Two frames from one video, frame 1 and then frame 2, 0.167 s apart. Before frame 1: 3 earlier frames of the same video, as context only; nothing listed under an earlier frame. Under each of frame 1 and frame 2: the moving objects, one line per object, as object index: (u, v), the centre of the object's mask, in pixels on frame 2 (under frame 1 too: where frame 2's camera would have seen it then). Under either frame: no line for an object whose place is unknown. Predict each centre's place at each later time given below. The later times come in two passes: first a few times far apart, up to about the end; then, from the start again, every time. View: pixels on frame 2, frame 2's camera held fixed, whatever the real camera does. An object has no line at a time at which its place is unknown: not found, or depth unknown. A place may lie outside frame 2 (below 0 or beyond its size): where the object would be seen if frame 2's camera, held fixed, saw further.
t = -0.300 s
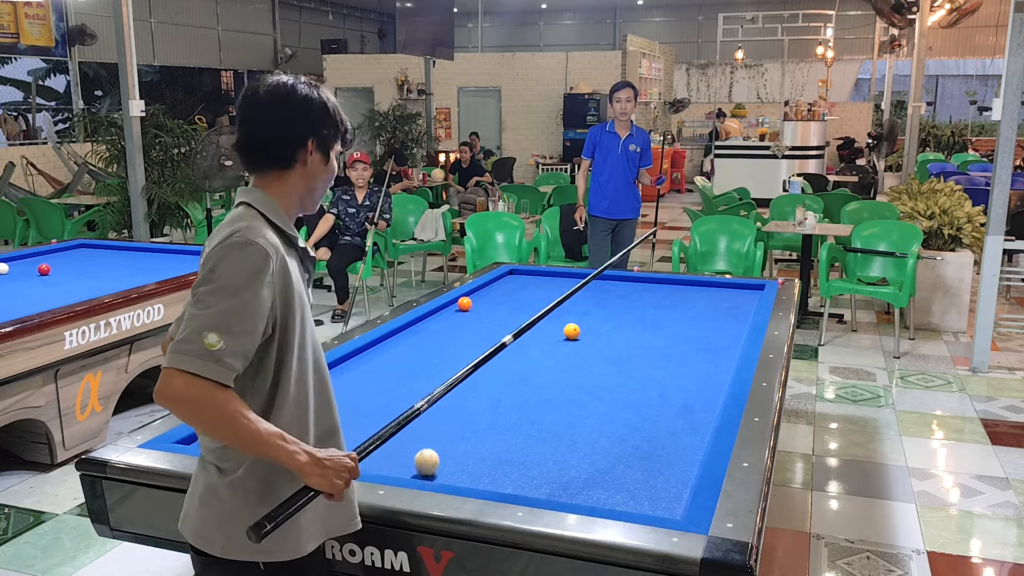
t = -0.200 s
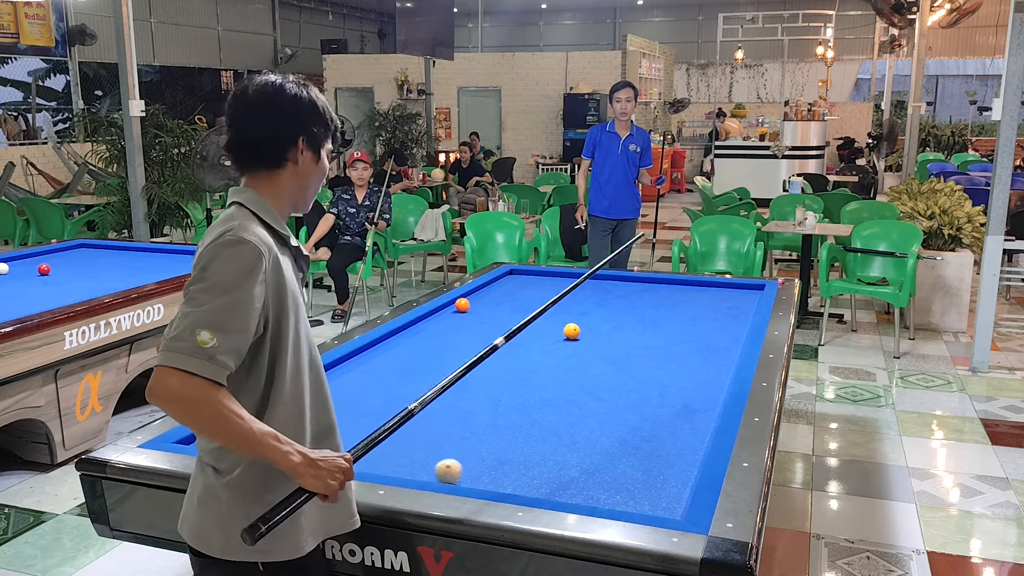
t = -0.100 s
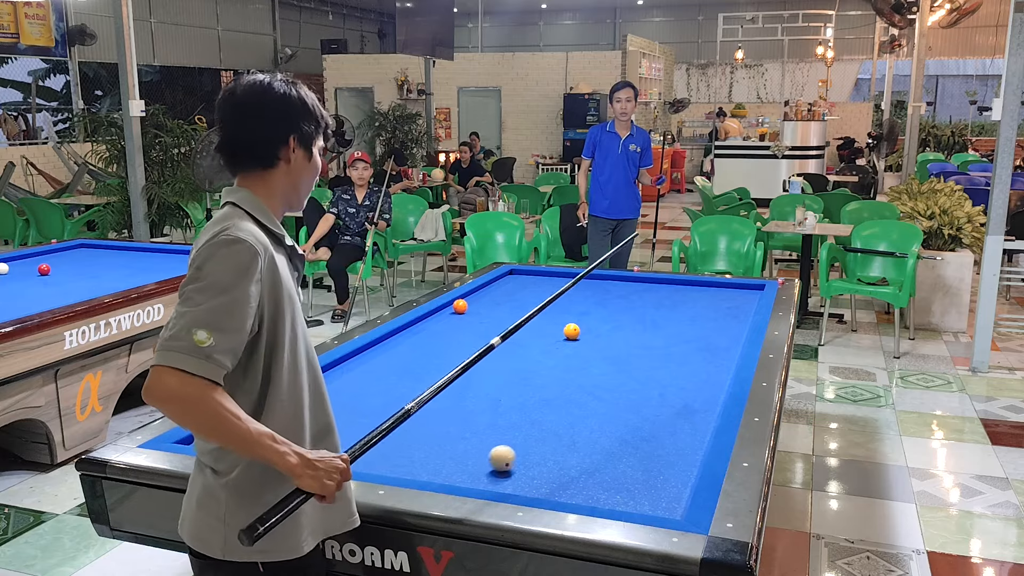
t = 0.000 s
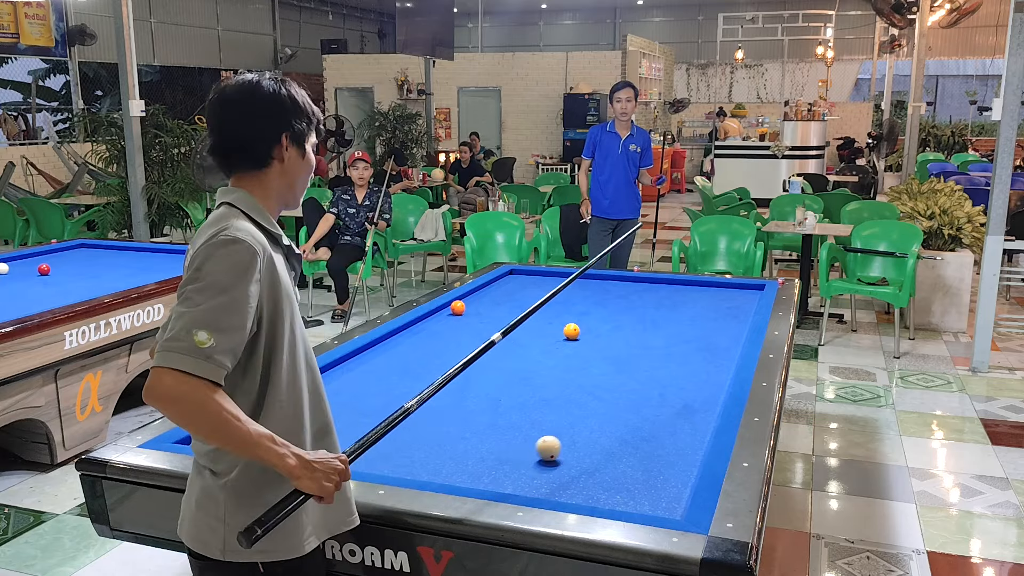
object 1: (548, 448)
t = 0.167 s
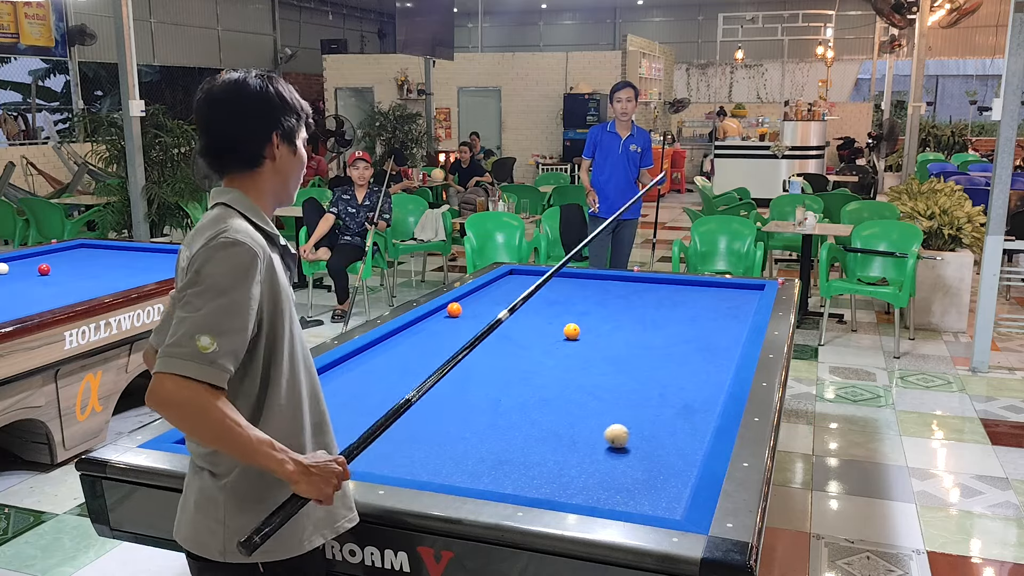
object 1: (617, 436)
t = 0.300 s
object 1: (668, 427)
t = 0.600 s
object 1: (683, 399)
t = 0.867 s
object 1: (655, 374)
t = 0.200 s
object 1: (630, 434)
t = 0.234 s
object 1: (642, 431)
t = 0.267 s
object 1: (655, 429)
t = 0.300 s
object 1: (668, 427)
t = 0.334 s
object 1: (680, 425)
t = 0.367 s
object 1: (692, 423)
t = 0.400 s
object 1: (704, 421)
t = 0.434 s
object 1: (707, 417)
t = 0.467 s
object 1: (701, 414)
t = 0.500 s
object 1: (695, 410)
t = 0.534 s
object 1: (691, 406)
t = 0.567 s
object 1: (687, 402)
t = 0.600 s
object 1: (683, 399)
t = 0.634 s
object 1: (679, 395)
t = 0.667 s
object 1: (676, 392)
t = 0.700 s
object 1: (672, 389)
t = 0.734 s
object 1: (668, 386)
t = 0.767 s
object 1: (665, 383)
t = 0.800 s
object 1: (662, 380)
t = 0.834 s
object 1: (658, 377)
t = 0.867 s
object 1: (655, 374)
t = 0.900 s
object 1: (652, 371)
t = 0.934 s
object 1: (649, 369)
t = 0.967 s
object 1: (646, 366)
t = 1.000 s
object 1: (643, 363)
